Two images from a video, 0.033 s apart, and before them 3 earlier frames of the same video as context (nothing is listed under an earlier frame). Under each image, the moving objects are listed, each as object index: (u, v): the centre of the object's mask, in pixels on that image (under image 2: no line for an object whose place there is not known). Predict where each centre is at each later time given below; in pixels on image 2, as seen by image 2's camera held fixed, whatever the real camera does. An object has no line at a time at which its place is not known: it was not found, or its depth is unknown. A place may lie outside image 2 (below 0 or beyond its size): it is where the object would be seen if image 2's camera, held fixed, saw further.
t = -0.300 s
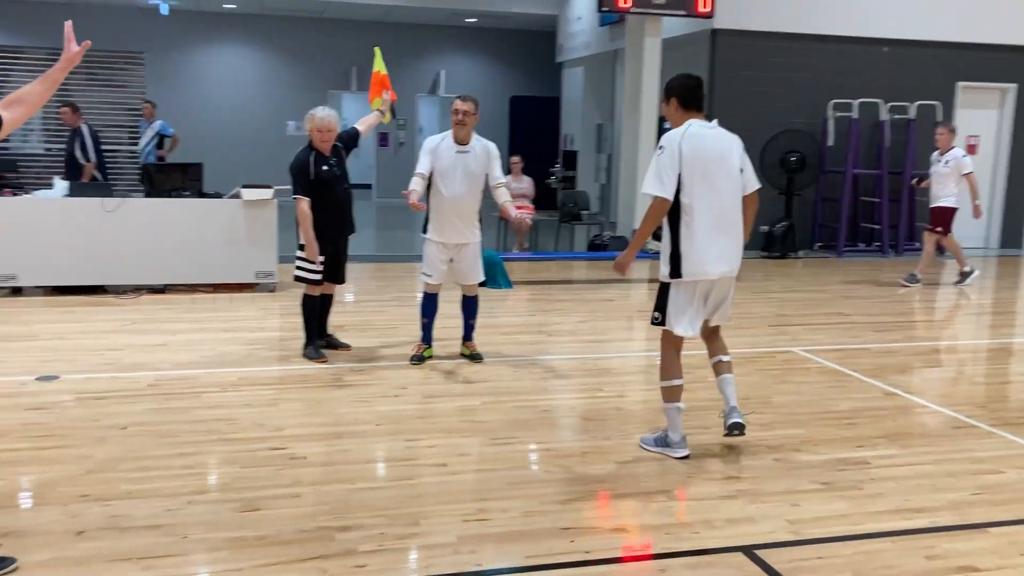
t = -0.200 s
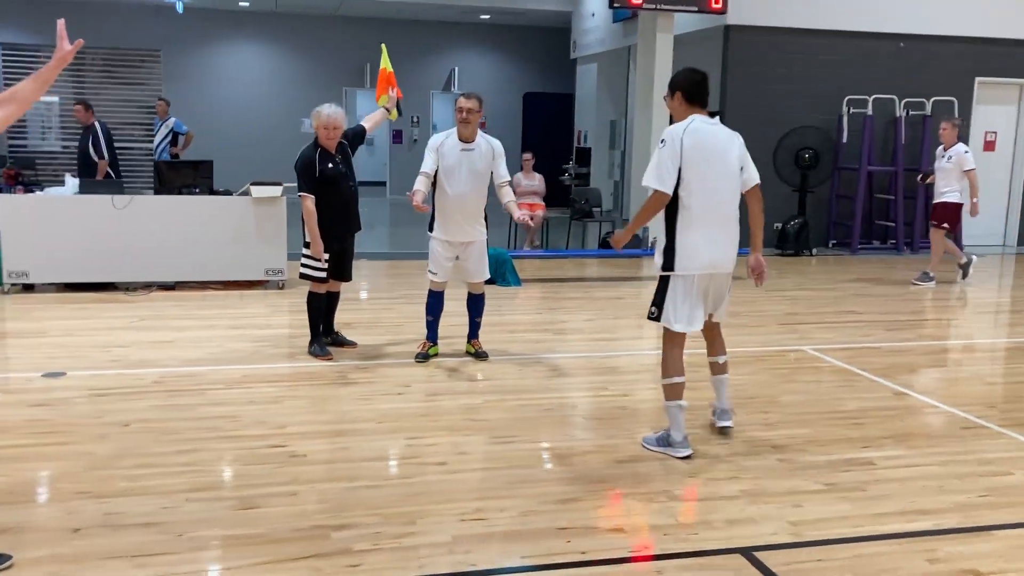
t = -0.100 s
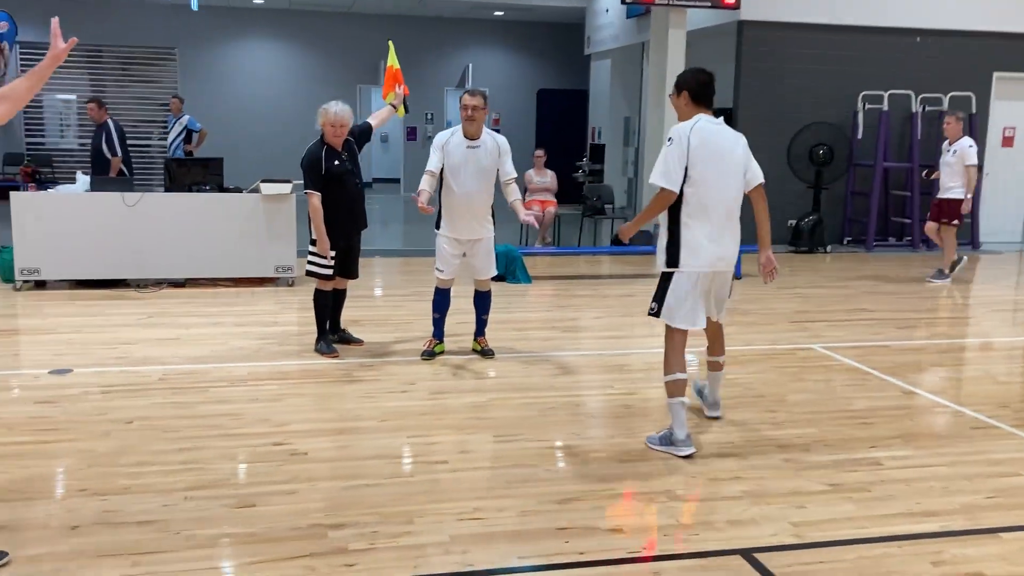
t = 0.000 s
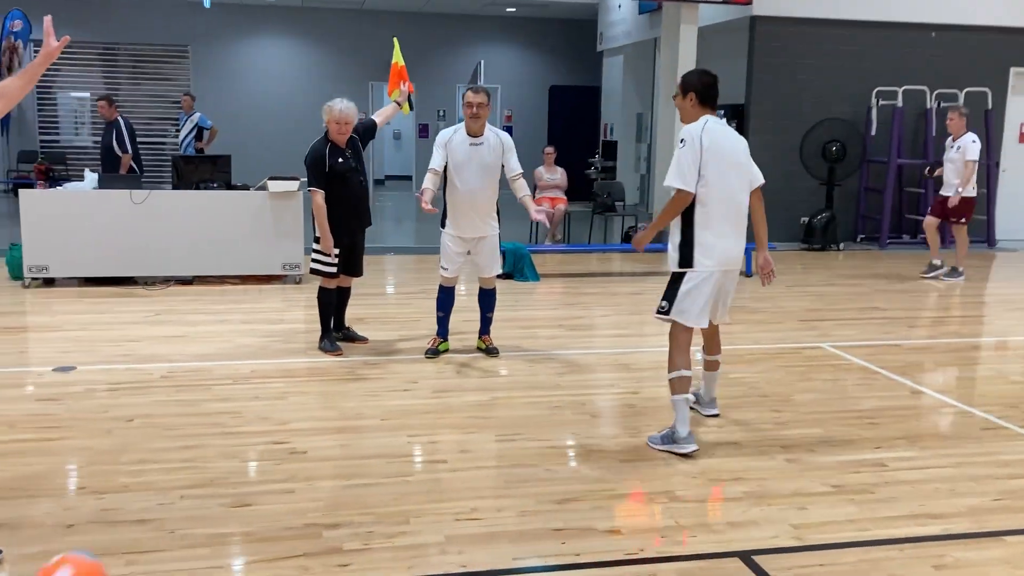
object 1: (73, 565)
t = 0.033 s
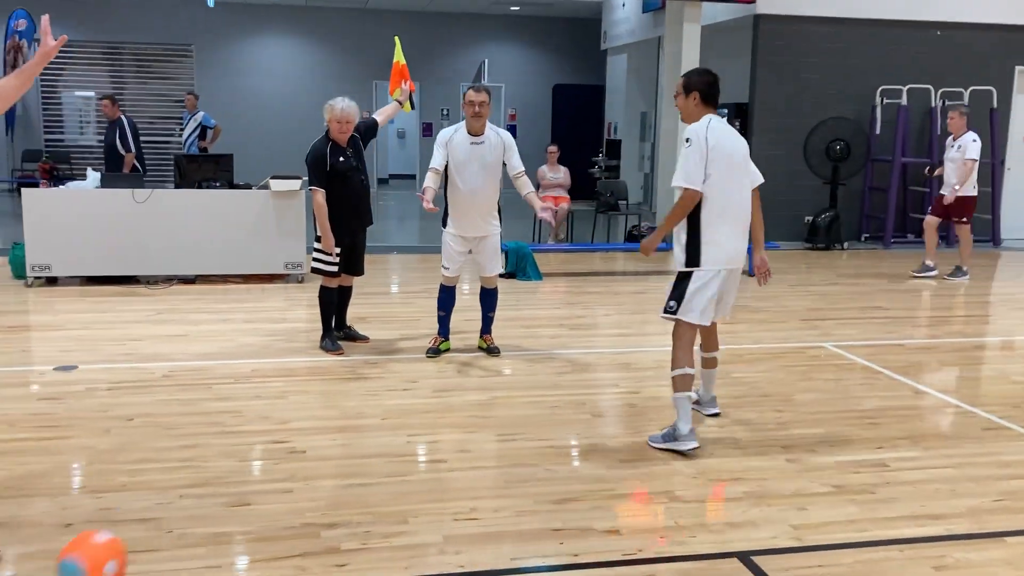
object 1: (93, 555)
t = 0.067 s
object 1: (116, 546)
